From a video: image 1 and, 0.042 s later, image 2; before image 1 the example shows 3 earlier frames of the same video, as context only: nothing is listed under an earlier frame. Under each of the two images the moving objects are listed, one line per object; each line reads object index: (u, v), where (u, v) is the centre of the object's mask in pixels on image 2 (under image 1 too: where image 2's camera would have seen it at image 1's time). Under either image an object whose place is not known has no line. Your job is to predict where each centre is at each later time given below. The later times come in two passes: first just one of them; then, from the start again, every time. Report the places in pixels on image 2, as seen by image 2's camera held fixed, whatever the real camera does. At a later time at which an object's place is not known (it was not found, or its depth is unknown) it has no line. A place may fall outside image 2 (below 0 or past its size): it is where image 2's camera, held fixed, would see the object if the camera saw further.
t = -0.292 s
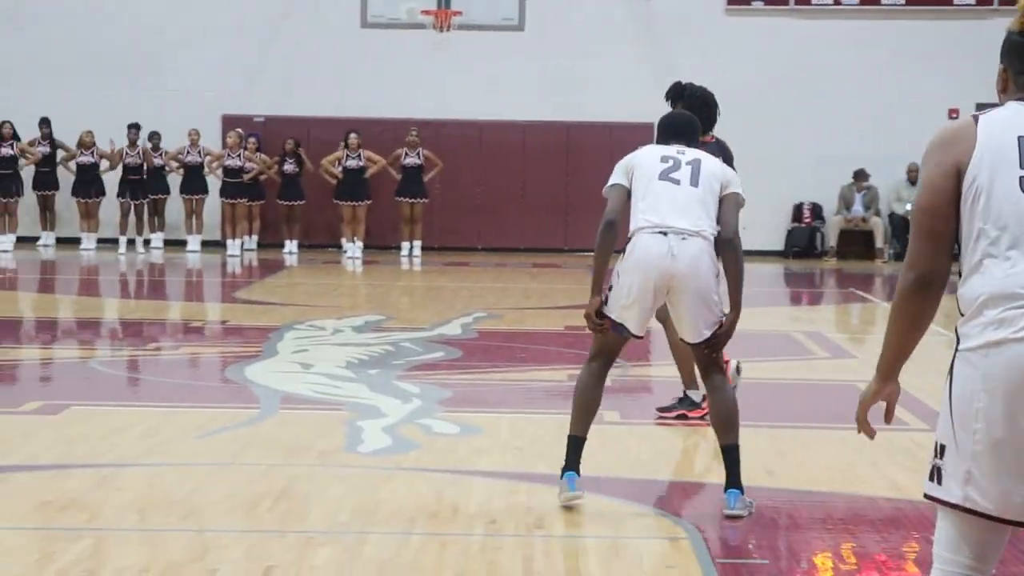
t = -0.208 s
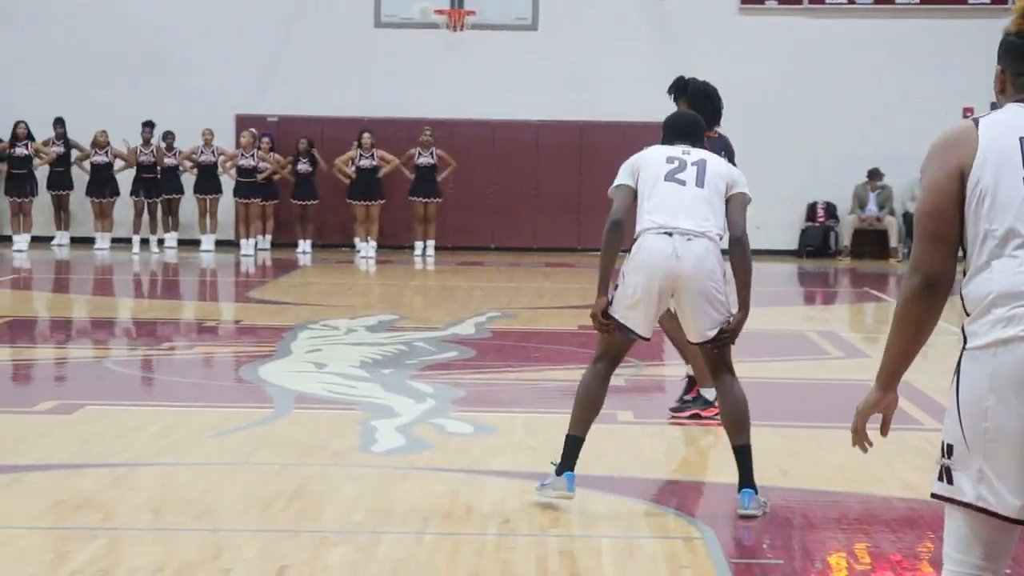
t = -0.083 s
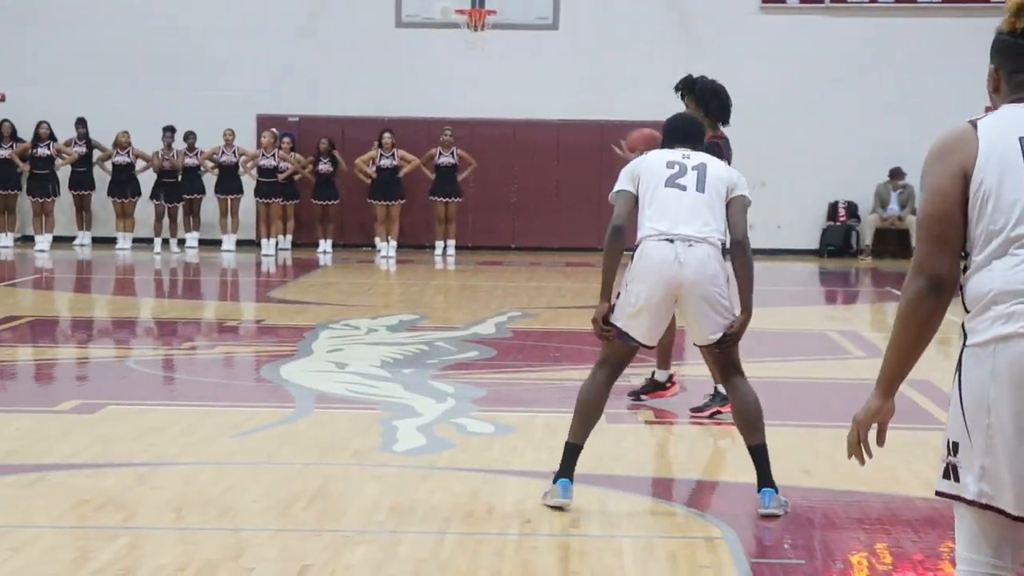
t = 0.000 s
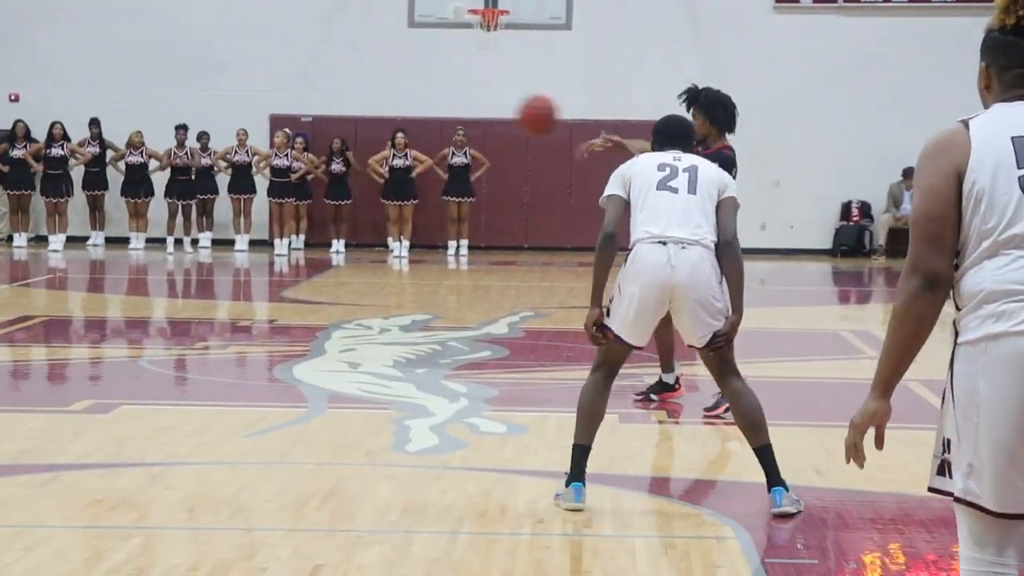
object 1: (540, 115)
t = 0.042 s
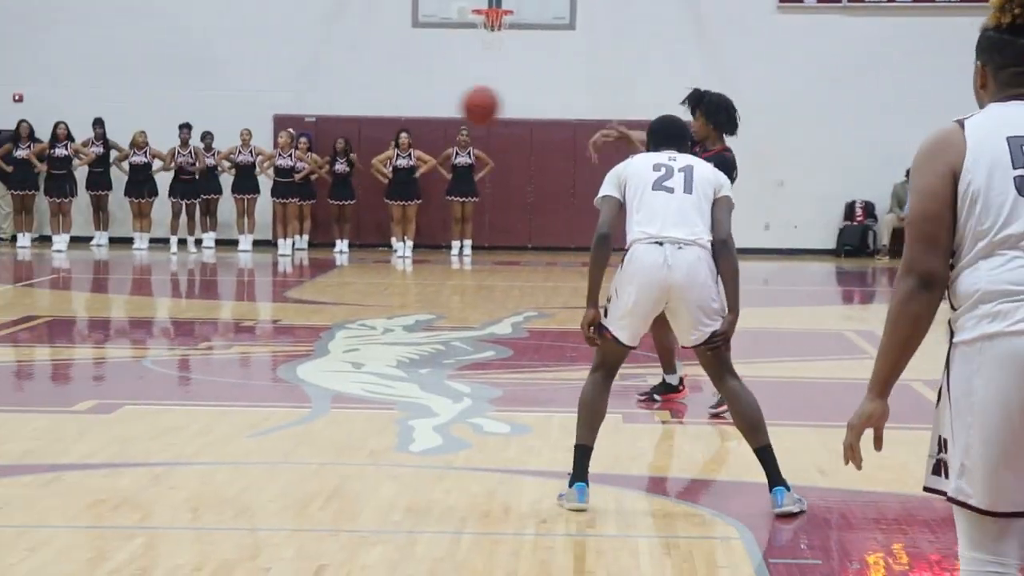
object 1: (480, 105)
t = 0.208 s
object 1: (239, 97)
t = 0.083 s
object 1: (420, 99)
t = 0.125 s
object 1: (360, 97)
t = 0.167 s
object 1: (301, 95)
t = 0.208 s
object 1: (239, 97)
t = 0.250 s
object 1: (185, 105)
